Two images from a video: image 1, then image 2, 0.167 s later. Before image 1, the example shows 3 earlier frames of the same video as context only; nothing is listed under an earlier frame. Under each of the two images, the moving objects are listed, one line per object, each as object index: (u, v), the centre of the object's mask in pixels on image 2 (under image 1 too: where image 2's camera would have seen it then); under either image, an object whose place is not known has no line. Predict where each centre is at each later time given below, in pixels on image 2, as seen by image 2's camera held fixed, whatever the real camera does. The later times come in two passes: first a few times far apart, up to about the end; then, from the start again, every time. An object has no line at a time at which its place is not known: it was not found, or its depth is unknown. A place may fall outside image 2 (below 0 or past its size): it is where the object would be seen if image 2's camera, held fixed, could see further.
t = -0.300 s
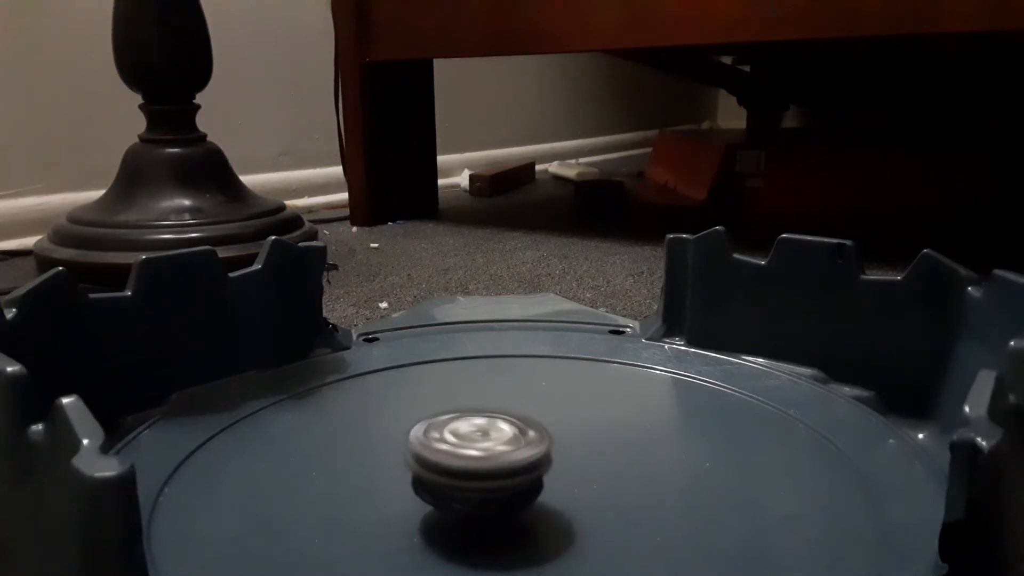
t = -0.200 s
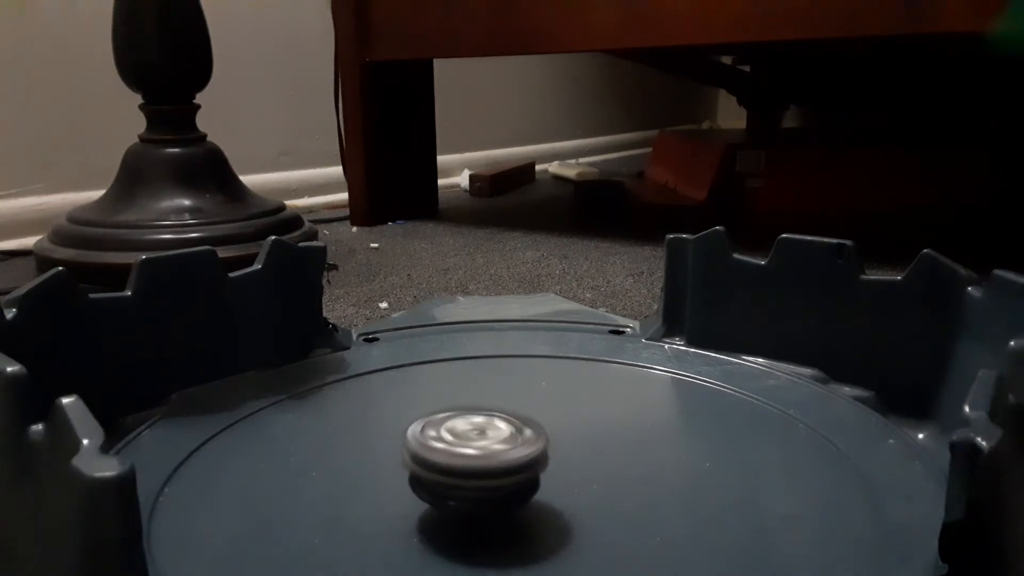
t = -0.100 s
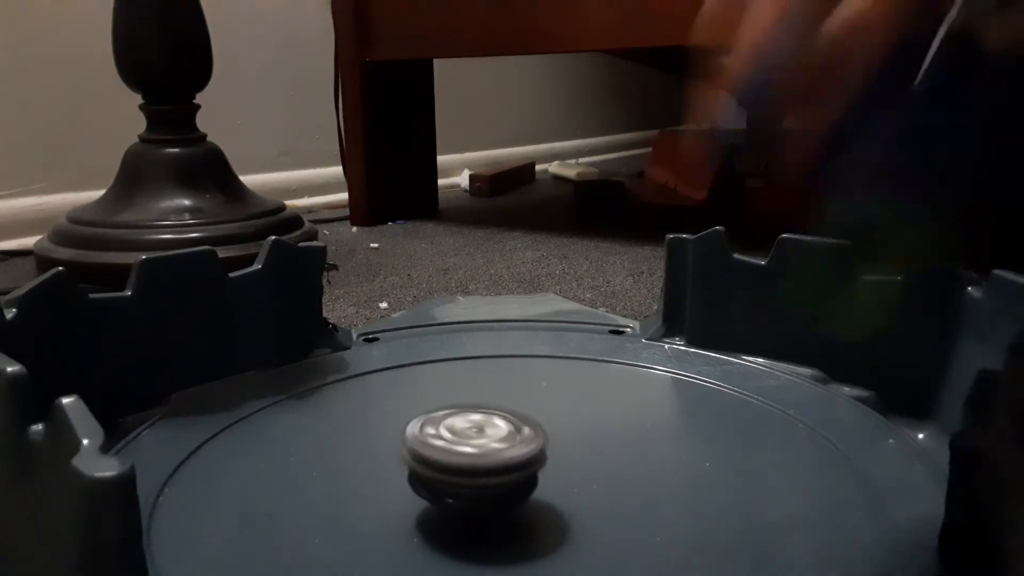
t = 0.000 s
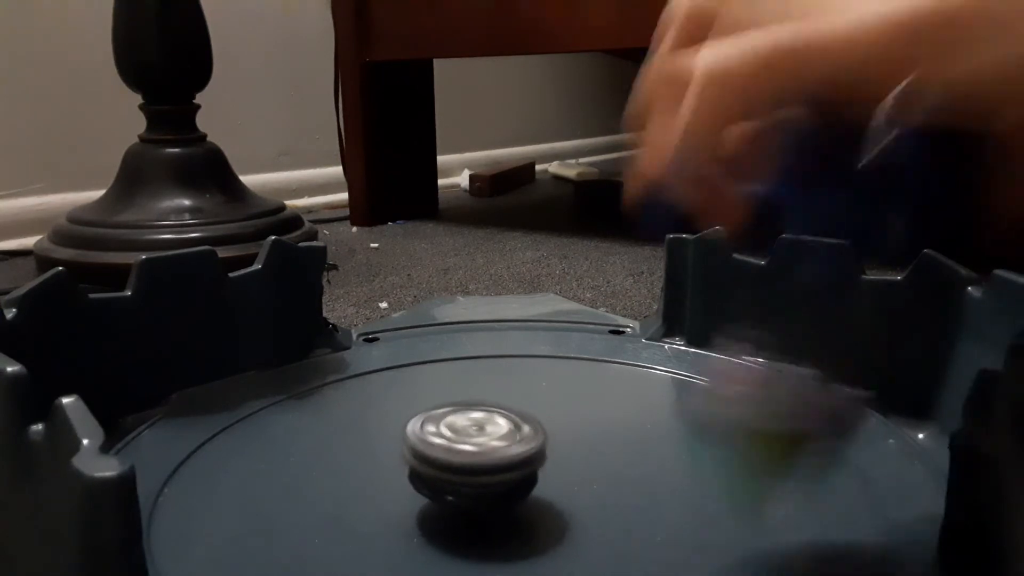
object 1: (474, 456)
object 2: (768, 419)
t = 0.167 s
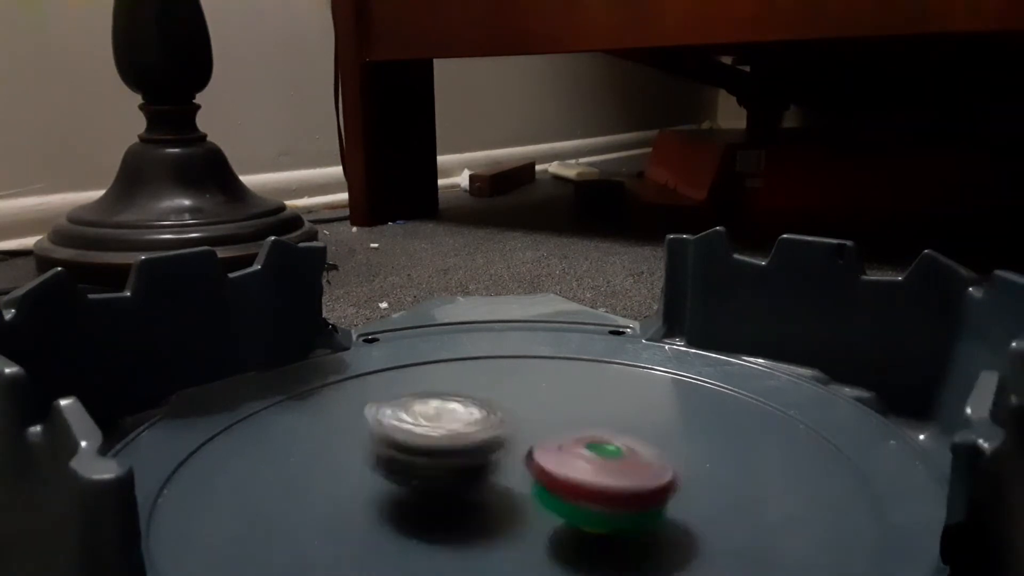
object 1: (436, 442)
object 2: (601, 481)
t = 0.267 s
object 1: (377, 419)
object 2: (585, 461)
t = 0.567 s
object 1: (305, 431)
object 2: (443, 383)
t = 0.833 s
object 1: (418, 447)
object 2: (299, 401)
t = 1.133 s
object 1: (515, 411)
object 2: (441, 486)
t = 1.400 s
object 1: (527, 415)
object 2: (666, 438)
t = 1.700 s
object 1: (549, 439)
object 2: (577, 358)
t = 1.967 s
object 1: (555, 453)
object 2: (426, 422)
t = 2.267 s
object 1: (594, 478)
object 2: (435, 524)
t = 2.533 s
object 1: (554, 454)
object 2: (583, 531)
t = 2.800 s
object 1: (492, 432)
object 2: (560, 512)
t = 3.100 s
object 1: (442, 418)
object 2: (489, 506)
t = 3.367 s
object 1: (443, 411)
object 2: (473, 501)
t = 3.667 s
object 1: (485, 404)
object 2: (494, 511)
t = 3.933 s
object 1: (538, 413)
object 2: (468, 489)
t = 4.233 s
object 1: (586, 437)
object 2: (439, 480)
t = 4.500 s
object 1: (619, 453)
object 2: (346, 476)
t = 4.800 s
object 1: (546, 479)
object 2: (376, 457)
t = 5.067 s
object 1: (480, 495)
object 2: (414, 422)
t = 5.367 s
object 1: (433, 477)
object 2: (500, 411)
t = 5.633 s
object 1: (432, 451)
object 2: (564, 426)
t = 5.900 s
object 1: (454, 432)
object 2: (634, 440)
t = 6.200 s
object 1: (506, 430)
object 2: (653, 463)
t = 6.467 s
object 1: (525, 432)
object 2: (680, 505)
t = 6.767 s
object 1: (521, 450)
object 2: (601, 527)
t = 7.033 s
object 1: (504, 445)
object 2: (497, 528)
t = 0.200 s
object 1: (413, 434)
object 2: (598, 476)
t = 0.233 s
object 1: (392, 425)
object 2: (592, 470)
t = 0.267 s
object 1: (377, 419)
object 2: (585, 461)
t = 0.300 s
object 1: (362, 416)
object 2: (575, 452)
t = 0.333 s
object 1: (348, 413)
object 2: (564, 441)
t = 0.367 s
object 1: (335, 412)
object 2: (552, 431)
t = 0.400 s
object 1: (324, 413)
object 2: (537, 420)
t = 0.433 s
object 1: (315, 416)
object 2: (521, 411)
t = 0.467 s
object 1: (308, 418)
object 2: (503, 402)
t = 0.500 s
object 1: (304, 422)
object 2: (483, 394)
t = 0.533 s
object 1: (303, 427)
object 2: (464, 388)
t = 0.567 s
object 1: (305, 431)
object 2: (443, 383)
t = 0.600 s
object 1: (309, 435)
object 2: (420, 378)
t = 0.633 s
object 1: (320, 439)
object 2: (401, 374)
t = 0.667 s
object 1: (332, 444)
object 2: (379, 369)
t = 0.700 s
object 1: (347, 447)
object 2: (355, 368)
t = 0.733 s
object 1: (361, 450)
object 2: (332, 372)
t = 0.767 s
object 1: (380, 450)
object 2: (315, 381)
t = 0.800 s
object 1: (397, 449)
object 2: (305, 389)
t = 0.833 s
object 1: (418, 447)
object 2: (299, 401)
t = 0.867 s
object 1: (438, 444)
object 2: (296, 410)
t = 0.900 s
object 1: (456, 440)
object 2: (298, 421)
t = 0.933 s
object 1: (474, 436)
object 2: (302, 432)
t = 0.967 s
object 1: (486, 432)
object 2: (311, 444)
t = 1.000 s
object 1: (495, 427)
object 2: (328, 456)
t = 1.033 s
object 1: (503, 424)
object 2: (347, 466)
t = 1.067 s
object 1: (507, 422)
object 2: (374, 475)
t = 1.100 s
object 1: (512, 417)
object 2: (406, 482)
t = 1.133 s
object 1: (515, 411)
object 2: (441, 486)
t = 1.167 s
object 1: (515, 405)
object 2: (477, 487)
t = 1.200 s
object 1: (514, 402)
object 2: (513, 488)
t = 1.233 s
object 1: (511, 402)
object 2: (546, 483)
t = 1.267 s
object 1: (511, 405)
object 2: (578, 478)
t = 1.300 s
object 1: (513, 408)
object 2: (607, 471)
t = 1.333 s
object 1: (518, 412)
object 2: (632, 461)
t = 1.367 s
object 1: (523, 413)
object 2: (652, 450)
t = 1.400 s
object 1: (527, 415)
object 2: (666, 438)
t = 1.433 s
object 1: (531, 417)
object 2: (673, 425)
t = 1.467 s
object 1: (534, 419)
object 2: (675, 416)
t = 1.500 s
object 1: (537, 421)
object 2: (671, 402)
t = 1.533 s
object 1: (540, 424)
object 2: (665, 392)
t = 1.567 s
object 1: (542, 427)
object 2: (654, 383)
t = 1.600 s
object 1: (543, 430)
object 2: (638, 372)
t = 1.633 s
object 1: (546, 433)
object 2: (619, 364)
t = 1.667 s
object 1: (547, 436)
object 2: (599, 361)
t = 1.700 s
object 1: (549, 439)
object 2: (577, 358)
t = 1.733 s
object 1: (551, 440)
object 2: (552, 360)
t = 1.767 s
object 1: (552, 442)
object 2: (528, 363)
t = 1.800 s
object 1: (553, 444)
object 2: (505, 370)
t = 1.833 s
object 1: (553, 445)
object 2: (484, 378)
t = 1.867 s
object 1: (553, 447)
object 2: (466, 386)
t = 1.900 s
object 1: (553, 449)
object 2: (449, 397)
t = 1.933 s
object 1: (552, 451)
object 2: (437, 409)
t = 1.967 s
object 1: (555, 453)
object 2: (426, 422)
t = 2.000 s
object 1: (556, 455)
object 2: (419, 436)
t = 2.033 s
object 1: (560, 458)
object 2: (415, 448)
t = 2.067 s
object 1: (567, 461)
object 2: (414, 462)
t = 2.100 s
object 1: (573, 465)
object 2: (414, 475)
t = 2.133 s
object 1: (580, 468)
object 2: (417, 486)
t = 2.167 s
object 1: (583, 472)
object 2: (424, 498)
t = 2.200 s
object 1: (589, 475)
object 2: (425, 510)
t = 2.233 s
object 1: (593, 477)
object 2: (427, 519)
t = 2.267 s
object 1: (594, 478)
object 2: (435, 524)
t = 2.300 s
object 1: (595, 479)
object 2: (448, 529)
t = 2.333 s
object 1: (596, 477)
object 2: (468, 532)
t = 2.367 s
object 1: (595, 475)
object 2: (492, 534)
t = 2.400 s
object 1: (590, 467)
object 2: (519, 535)
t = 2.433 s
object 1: (582, 462)
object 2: (543, 536)
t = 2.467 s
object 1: (572, 458)
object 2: (560, 534)
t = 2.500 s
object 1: (562, 455)
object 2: (573, 533)
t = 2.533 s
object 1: (554, 454)
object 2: (583, 531)
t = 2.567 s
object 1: (547, 451)
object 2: (588, 529)
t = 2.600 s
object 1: (538, 449)
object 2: (592, 526)
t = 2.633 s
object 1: (531, 446)
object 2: (590, 523)
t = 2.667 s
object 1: (523, 444)
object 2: (586, 521)
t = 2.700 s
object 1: (515, 441)
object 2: (582, 520)
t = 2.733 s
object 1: (508, 437)
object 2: (576, 518)
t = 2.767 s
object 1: (500, 434)
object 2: (569, 515)
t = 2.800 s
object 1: (492, 432)
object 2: (560, 512)
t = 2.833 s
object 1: (485, 430)
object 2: (550, 508)
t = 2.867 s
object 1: (478, 428)
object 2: (541, 505)
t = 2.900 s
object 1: (471, 426)
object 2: (532, 501)
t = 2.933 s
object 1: (464, 424)
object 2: (525, 501)
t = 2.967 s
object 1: (459, 422)
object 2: (517, 504)
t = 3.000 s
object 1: (455, 420)
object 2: (508, 505)
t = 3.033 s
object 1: (450, 419)
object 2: (500, 506)
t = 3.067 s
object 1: (445, 418)
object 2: (494, 507)
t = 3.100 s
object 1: (442, 418)
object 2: (489, 506)
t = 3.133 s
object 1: (438, 417)
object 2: (486, 505)
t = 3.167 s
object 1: (436, 417)
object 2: (483, 503)
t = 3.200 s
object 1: (435, 416)
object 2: (480, 502)
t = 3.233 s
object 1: (435, 416)
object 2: (477, 499)
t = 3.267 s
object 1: (435, 415)
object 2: (475, 497)
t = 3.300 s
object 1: (436, 414)
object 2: (474, 495)
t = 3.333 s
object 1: (439, 414)
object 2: (473, 493)
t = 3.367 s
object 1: (443, 411)
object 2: (473, 501)
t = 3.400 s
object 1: (448, 410)
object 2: (475, 510)
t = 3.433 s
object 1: (452, 409)
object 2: (477, 517)
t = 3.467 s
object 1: (458, 407)
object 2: (480, 519)
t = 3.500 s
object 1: (463, 403)
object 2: (483, 521)
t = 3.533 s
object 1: (467, 403)
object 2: (487, 521)
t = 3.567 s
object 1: (472, 403)
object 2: (489, 520)
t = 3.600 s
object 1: (476, 403)
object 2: (492, 518)
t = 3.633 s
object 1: (480, 404)
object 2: (493, 515)
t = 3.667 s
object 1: (485, 404)
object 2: (494, 511)
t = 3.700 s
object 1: (489, 404)
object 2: (494, 507)
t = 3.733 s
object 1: (494, 405)
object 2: (493, 503)
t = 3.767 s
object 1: (499, 405)
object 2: (491, 498)
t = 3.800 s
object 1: (506, 406)
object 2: (490, 494)
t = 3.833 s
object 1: (512, 408)
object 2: (489, 490)
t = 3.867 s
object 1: (520, 408)
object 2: (485, 487)
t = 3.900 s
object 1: (529, 411)
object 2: (476, 488)
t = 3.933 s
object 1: (538, 413)
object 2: (468, 489)
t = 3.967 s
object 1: (545, 417)
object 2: (461, 490)
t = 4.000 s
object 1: (551, 419)
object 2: (456, 490)
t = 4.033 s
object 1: (557, 422)
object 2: (453, 490)
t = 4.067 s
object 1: (562, 424)
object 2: (451, 489)
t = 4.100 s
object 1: (566, 426)
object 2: (450, 487)
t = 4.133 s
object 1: (570, 430)
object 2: (451, 485)
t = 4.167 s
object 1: (574, 432)
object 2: (453, 483)
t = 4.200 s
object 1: (576, 434)
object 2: (454, 481)
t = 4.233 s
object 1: (586, 437)
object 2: (439, 480)
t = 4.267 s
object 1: (600, 437)
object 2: (411, 481)
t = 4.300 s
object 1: (610, 438)
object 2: (391, 482)
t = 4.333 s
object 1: (618, 439)
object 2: (374, 482)
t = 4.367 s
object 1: (623, 442)
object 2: (364, 481)
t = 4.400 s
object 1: (625, 445)
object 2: (356, 480)
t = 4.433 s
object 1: (625, 448)
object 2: (351, 479)
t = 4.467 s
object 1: (622, 450)
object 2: (347, 478)
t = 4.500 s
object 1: (619, 453)
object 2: (346, 476)
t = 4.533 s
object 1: (614, 456)
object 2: (345, 474)
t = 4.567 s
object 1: (608, 459)
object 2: (347, 473)
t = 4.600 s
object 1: (600, 463)
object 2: (349, 471)
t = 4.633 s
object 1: (592, 465)
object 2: (352, 468)
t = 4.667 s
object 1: (583, 467)
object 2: (355, 466)
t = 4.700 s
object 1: (574, 470)
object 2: (360, 464)
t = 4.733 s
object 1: (565, 474)
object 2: (365, 461)
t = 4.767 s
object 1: (555, 477)
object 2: (371, 459)
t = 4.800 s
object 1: (546, 479)
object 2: (376, 457)
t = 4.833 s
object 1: (535, 481)
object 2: (383, 454)
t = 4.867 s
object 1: (524, 484)
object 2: (389, 451)
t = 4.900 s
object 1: (516, 487)
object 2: (391, 446)
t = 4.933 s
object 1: (510, 490)
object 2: (395, 441)
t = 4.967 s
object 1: (503, 492)
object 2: (397, 436)
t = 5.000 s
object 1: (496, 494)
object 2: (403, 430)
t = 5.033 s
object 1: (488, 494)
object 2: (408, 426)
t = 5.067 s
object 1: (480, 495)
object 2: (414, 422)
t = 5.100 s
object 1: (473, 494)
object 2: (423, 417)
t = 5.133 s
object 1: (467, 494)
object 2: (431, 414)
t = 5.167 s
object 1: (460, 492)
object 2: (439, 412)
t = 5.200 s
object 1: (455, 491)
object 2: (449, 410)
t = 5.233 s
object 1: (451, 488)
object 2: (458, 409)
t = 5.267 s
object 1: (445, 486)
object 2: (469, 408)
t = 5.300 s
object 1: (440, 484)
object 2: (479, 409)
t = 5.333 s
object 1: (436, 480)
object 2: (490, 409)
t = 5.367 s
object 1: (433, 477)
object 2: (500, 411)
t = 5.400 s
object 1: (431, 474)
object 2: (509, 412)
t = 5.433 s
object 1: (429, 471)
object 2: (517, 414)
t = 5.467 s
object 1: (427, 467)
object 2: (526, 415)
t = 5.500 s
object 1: (426, 464)
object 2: (534, 417)
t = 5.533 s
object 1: (427, 461)
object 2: (541, 420)
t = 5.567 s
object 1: (430, 457)
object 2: (549, 423)
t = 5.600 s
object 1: (430, 454)
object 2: (556, 424)
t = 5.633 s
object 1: (432, 451)
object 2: (564, 426)
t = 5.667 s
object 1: (436, 449)
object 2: (572, 429)
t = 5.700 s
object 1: (439, 446)
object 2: (577, 431)
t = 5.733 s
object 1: (441, 443)
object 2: (586, 433)
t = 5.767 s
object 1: (441, 439)
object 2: (597, 435)
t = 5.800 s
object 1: (443, 437)
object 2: (608, 436)
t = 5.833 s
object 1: (446, 435)
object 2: (618, 437)
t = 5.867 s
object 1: (450, 433)
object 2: (627, 439)
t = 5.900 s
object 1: (454, 432)
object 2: (634, 440)
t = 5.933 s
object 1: (458, 430)
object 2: (641, 443)
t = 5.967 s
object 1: (464, 430)
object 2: (646, 444)
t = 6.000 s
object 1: (469, 429)
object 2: (649, 445)
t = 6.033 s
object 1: (475, 428)
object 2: (653, 449)
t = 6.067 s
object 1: (481, 428)
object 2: (653, 450)
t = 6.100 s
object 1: (487, 428)
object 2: (655, 454)
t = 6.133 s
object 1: (494, 428)
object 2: (655, 455)
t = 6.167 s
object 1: (500, 429)
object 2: (655, 459)
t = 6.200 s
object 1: (506, 430)
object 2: (653, 463)
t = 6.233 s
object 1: (512, 431)
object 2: (650, 466)
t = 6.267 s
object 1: (518, 433)
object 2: (646, 470)
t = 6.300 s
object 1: (521, 432)
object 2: (649, 476)
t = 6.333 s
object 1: (520, 431)
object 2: (661, 484)
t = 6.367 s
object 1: (521, 430)
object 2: (670, 491)
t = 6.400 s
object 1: (522, 430)
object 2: (676, 496)
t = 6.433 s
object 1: (523, 431)
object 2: (680, 501)
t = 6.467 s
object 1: (525, 432)
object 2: (680, 505)
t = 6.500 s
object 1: (526, 435)
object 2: (678, 509)
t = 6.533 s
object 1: (527, 436)
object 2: (674, 514)
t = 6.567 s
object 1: (527, 439)
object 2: (668, 518)
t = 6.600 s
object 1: (528, 443)
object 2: (661, 520)
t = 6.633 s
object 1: (527, 446)
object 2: (651, 522)
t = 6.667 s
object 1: (526, 447)
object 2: (639, 524)
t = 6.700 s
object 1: (525, 449)
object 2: (627, 525)
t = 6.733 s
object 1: (523, 450)
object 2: (615, 527)
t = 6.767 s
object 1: (521, 450)
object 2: (601, 527)
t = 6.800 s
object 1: (520, 451)
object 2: (587, 527)
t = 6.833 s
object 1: (517, 451)
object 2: (572, 528)
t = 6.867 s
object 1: (516, 449)
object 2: (557, 528)
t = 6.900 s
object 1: (514, 449)
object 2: (546, 530)
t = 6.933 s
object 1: (512, 448)
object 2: (534, 531)
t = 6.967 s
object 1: (509, 447)
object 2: (522, 530)
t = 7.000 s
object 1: (506, 446)
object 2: (508, 530)
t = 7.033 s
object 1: (504, 445)
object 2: (497, 528)
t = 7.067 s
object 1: (501, 444)
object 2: (481, 527)
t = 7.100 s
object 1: (499, 443)
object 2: (466, 525)
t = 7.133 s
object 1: (497, 443)
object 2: (452, 523)
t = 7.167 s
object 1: (496, 443)
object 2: (433, 521)
